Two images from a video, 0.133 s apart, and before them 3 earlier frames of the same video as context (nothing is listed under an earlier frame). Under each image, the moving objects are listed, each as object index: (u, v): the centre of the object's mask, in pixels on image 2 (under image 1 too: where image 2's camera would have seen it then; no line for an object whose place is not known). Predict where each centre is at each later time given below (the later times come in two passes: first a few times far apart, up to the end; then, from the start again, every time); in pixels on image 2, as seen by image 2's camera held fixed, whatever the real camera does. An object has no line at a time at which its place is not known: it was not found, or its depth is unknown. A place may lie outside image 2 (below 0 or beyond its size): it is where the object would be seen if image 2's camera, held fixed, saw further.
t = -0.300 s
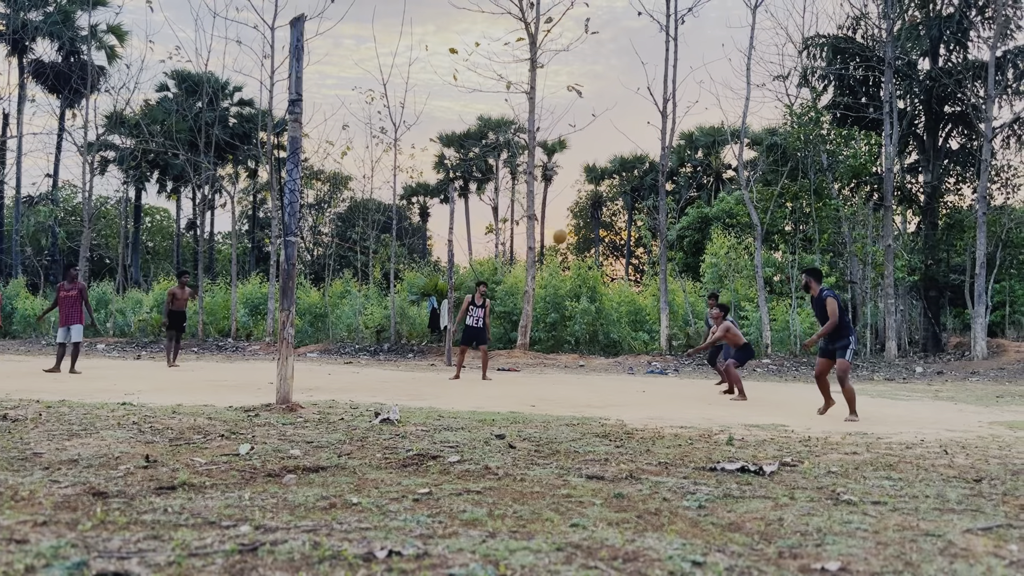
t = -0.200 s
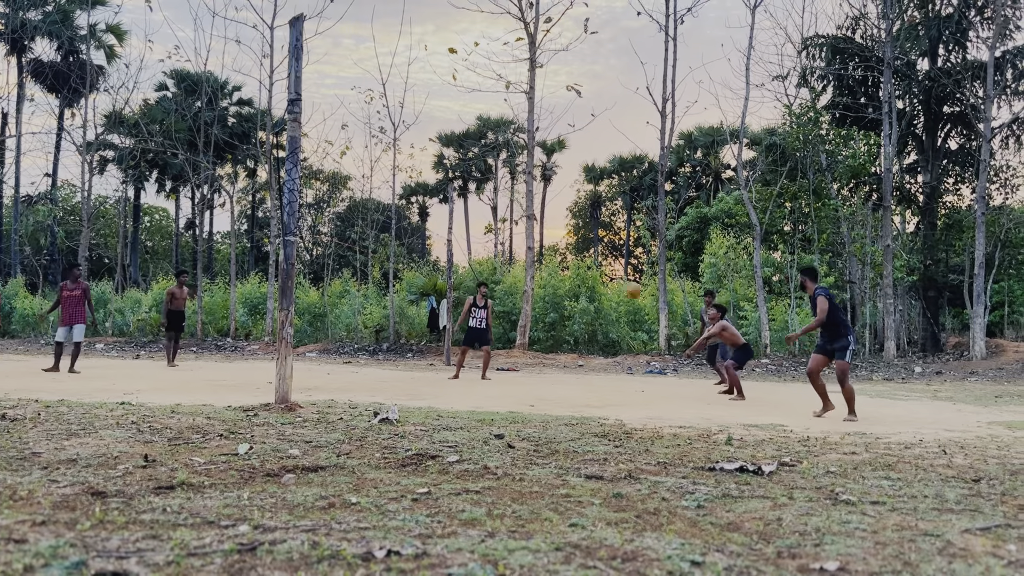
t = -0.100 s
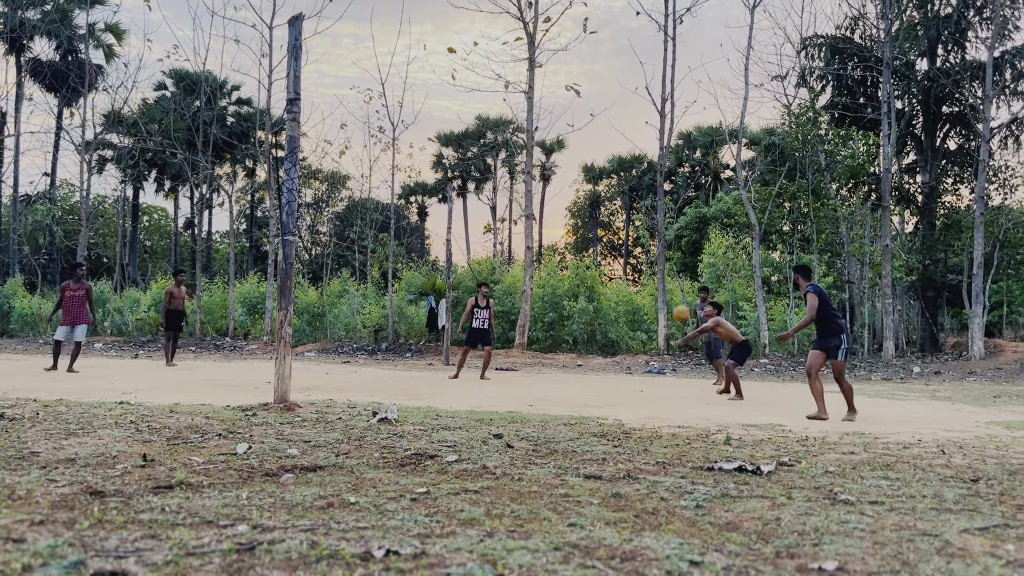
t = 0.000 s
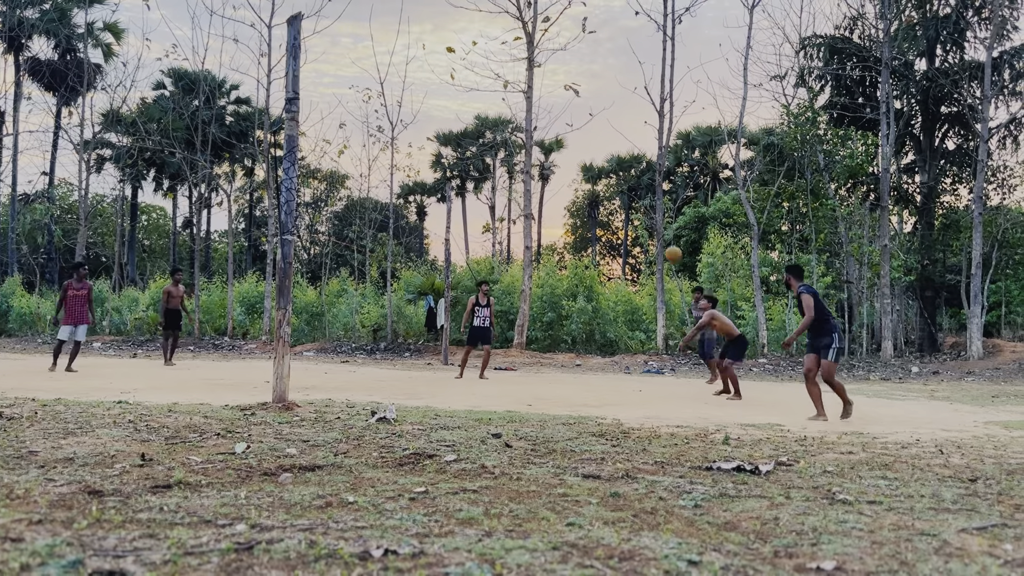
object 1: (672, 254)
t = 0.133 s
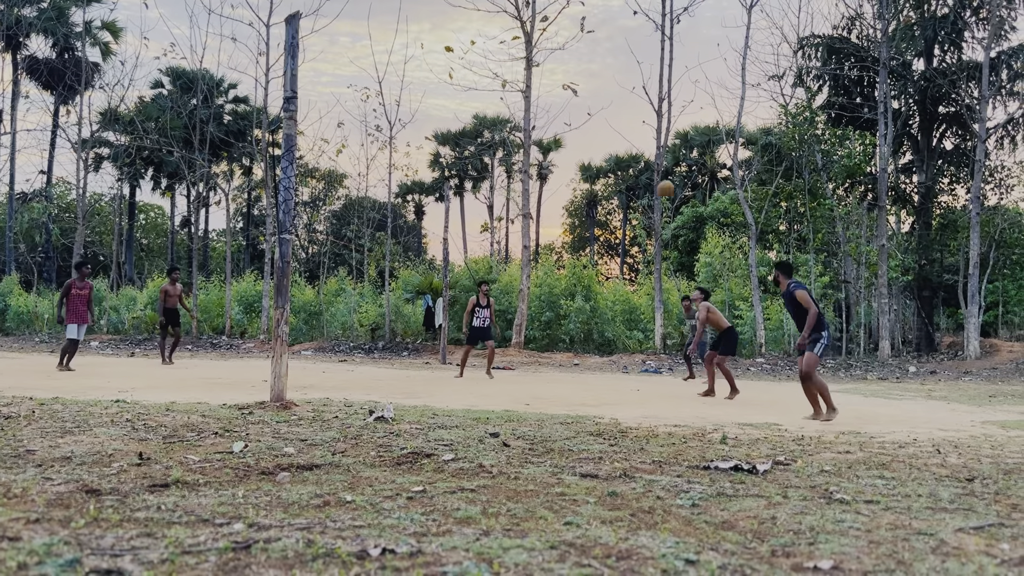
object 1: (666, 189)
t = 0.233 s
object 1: (663, 149)
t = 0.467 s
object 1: (656, 89)
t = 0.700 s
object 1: (651, 71)
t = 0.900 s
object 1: (645, 85)
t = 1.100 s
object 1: (639, 127)
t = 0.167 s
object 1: (664, 174)
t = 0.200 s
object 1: (664, 160)
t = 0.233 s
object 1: (663, 149)
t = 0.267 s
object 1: (662, 138)
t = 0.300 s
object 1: (661, 127)
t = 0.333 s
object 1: (659, 118)
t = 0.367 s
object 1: (659, 109)
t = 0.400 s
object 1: (658, 102)
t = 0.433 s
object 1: (657, 95)
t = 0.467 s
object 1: (656, 89)
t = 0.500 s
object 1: (656, 83)
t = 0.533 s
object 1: (655, 80)
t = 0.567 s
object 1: (654, 76)
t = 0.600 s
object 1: (653, 74)
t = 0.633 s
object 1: (652, 71)
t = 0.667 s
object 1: (652, 71)
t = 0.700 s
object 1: (651, 71)
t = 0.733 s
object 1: (650, 71)
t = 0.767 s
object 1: (649, 72)
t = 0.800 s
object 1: (648, 74)
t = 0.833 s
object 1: (648, 77)
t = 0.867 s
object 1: (646, 81)
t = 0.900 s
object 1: (645, 85)
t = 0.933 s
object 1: (644, 90)
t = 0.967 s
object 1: (644, 96)
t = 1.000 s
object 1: (643, 103)
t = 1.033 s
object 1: (641, 110)
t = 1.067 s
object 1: (640, 118)
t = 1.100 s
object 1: (639, 127)
